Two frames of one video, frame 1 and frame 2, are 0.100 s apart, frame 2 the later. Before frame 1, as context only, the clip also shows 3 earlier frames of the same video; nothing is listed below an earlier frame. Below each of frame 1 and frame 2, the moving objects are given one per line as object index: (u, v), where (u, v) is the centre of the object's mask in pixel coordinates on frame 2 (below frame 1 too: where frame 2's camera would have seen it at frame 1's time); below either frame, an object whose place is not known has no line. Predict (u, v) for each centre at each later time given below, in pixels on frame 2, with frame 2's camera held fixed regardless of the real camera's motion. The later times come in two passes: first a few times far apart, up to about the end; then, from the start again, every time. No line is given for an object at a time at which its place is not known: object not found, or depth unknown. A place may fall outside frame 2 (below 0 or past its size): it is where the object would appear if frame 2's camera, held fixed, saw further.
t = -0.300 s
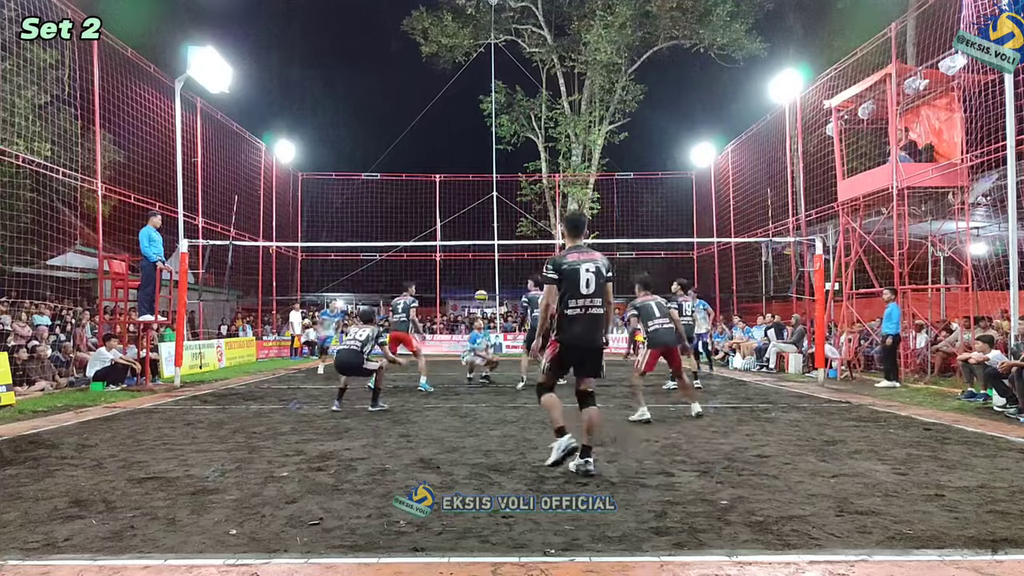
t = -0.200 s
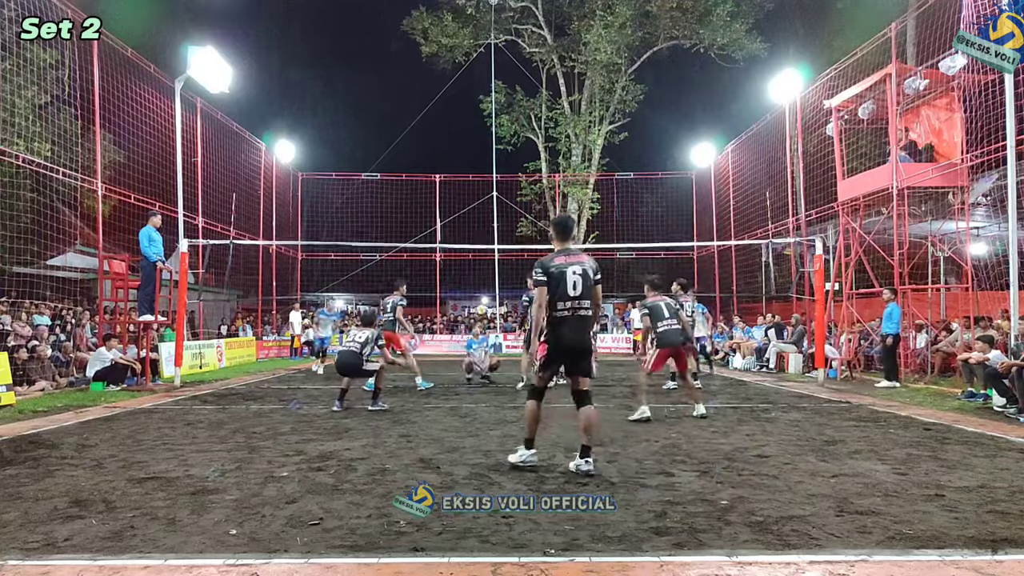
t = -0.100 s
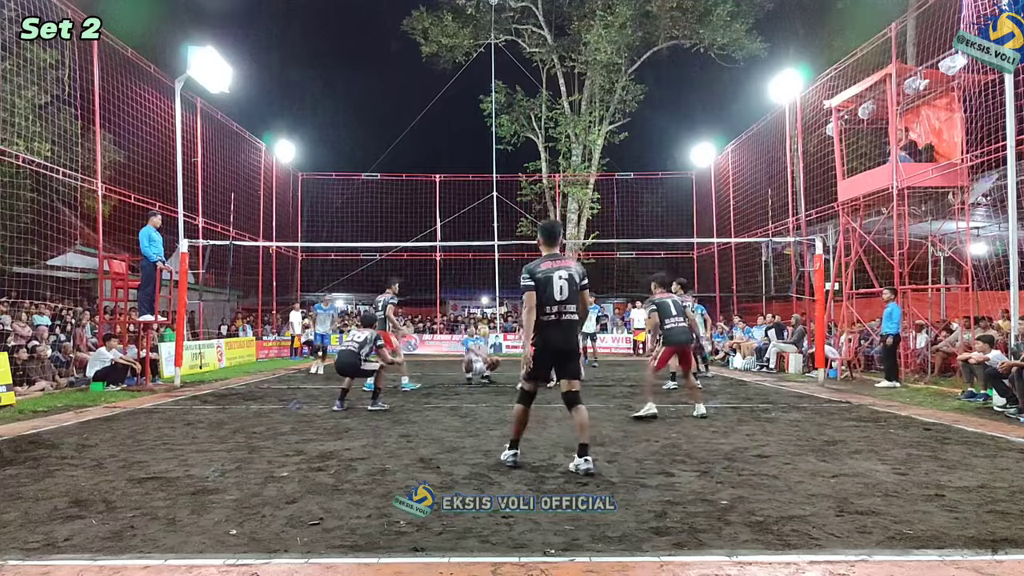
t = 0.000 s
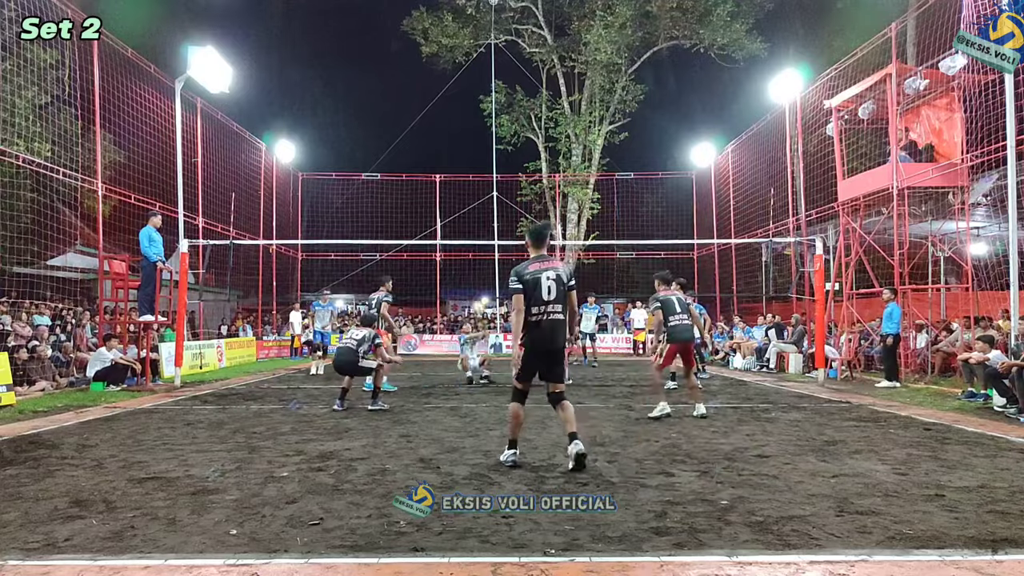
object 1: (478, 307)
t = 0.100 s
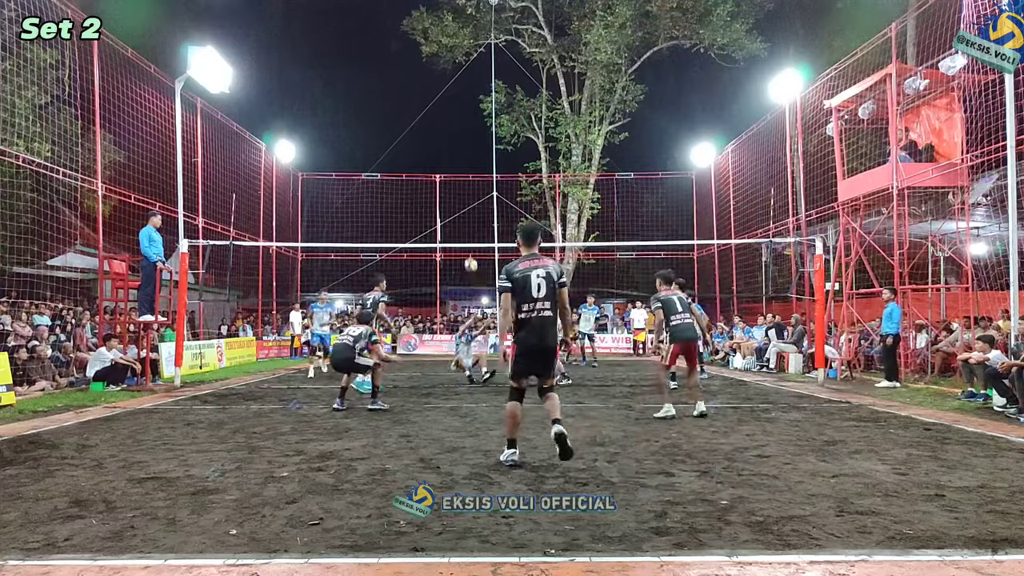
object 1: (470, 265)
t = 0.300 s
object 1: (457, 200)
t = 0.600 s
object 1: (438, 146)
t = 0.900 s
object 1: (420, 141)
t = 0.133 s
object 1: (468, 252)
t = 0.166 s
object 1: (466, 239)
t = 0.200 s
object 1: (464, 229)
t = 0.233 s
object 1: (461, 219)
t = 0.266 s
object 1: (459, 209)
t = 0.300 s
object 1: (457, 200)
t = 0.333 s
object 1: (455, 191)
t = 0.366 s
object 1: (452, 183)
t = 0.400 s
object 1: (451, 176)
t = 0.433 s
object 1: (448, 169)
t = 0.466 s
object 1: (446, 163)
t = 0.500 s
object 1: (444, 158)
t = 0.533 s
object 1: (442, 153)
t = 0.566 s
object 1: (440, 149)
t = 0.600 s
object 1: (438, 146)
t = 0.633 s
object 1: (435, 141)
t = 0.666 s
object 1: (434, 140)
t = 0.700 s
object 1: (432, 139)
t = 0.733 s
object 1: (430, 138)
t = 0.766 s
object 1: (428, 137)
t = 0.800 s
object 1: (426, 137)
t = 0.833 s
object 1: (423, 139)
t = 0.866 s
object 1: (422, 140)
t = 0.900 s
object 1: (420, 141)
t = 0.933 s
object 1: (418, 144)
